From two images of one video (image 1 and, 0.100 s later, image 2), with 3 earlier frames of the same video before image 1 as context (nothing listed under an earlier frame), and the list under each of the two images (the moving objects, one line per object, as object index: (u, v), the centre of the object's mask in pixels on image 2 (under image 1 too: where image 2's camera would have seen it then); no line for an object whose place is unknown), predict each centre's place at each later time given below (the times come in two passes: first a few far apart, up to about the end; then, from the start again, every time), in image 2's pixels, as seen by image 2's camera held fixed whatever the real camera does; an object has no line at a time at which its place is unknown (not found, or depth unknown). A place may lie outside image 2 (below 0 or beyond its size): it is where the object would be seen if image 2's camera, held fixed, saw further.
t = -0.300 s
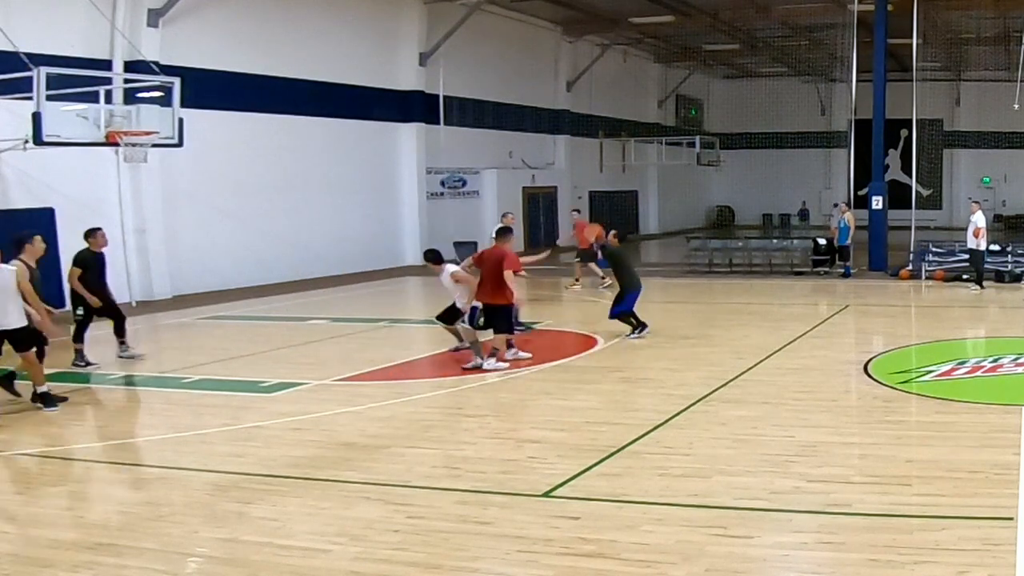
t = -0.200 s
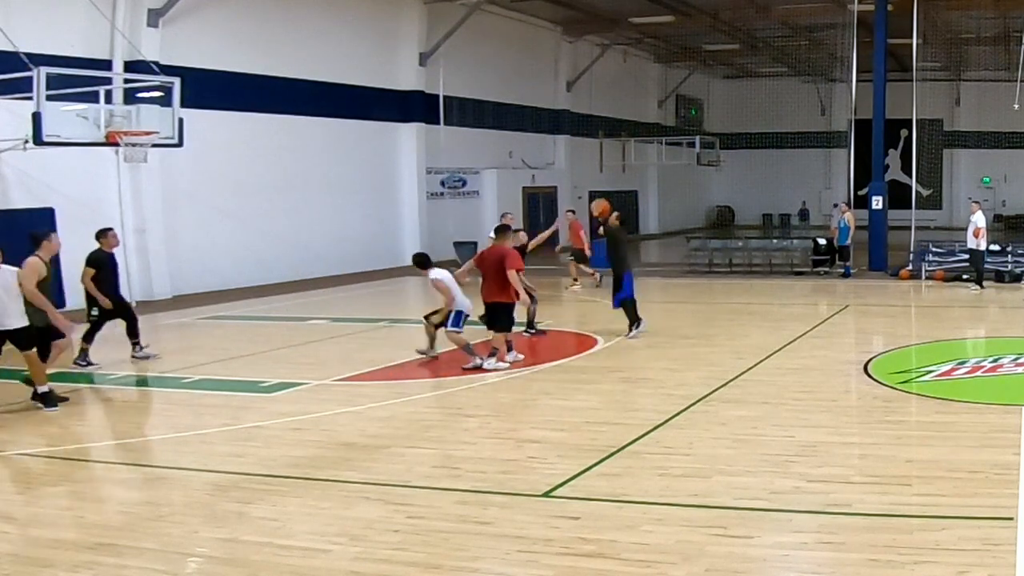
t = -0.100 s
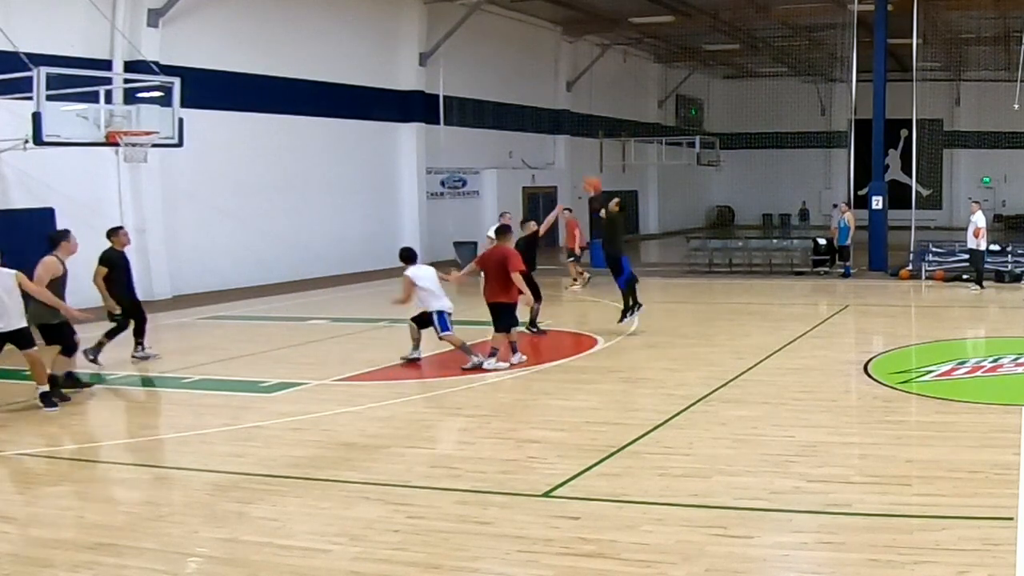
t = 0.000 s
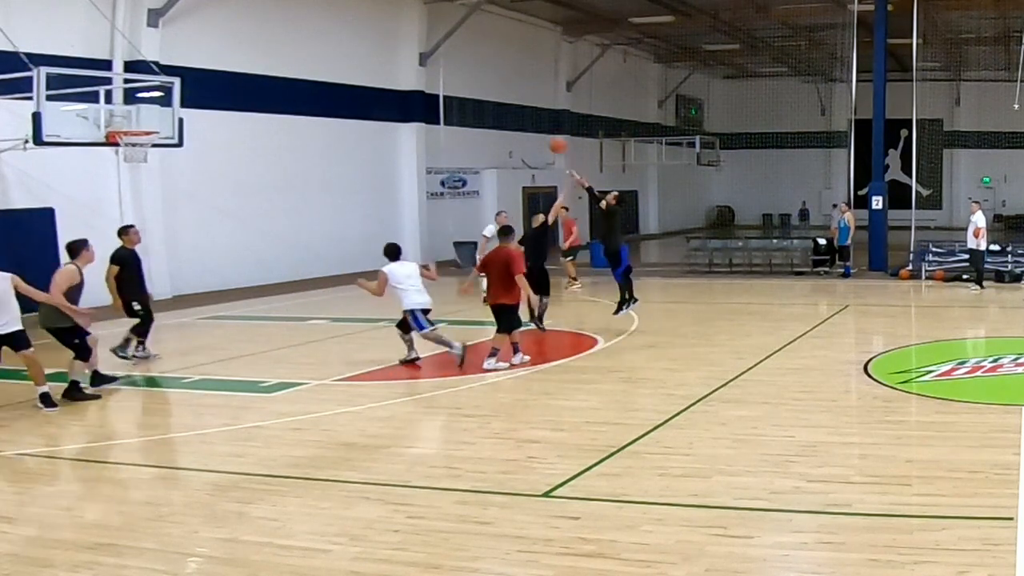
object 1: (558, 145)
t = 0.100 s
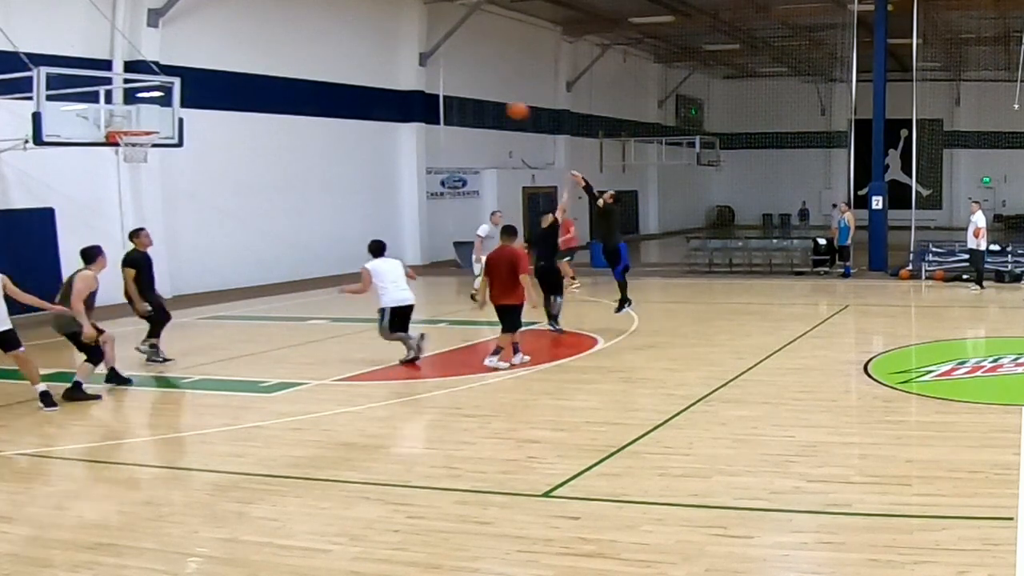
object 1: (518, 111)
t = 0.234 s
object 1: (463, 75)
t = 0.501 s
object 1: (355, 45)
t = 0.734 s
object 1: (260, 56)
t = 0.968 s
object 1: (167, 102)
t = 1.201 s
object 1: (119, 107)
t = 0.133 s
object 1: (505, 101)
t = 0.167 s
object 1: (490, 91)
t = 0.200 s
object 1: (477, 83)
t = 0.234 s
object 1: (463, 75)
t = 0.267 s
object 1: (450, 69)
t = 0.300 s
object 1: (437, 63)
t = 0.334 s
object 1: (424, 59)
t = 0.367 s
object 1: (411, 54)
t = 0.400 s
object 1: (395, 51)
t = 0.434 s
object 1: (382, 48)
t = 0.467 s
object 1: (368, 46)
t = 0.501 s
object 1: (355, 45)
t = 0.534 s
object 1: (341, 44)
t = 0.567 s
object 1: (327, 44)
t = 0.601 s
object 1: (314, 45)
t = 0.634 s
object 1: (300, 46)
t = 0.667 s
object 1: (286, 49)
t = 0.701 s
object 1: (273, 52)
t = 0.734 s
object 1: (260, 56)
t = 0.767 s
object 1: (246, 60)
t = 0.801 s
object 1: (233, 65)
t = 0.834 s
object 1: (219, 72)
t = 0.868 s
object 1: (206, 78)
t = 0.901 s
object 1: (194, 85)
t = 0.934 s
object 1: (182, 93)
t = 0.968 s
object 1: (167, 102)
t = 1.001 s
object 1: (155, 111)
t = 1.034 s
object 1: (141, 122)
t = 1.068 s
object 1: (135, 122)
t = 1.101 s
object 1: (131, 117)
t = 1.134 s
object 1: (127, 112)
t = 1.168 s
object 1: (123, 109)
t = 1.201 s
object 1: (119, 107)
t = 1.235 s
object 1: (115, 104)
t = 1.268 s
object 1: (111, 103)
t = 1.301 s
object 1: (107, 103)
